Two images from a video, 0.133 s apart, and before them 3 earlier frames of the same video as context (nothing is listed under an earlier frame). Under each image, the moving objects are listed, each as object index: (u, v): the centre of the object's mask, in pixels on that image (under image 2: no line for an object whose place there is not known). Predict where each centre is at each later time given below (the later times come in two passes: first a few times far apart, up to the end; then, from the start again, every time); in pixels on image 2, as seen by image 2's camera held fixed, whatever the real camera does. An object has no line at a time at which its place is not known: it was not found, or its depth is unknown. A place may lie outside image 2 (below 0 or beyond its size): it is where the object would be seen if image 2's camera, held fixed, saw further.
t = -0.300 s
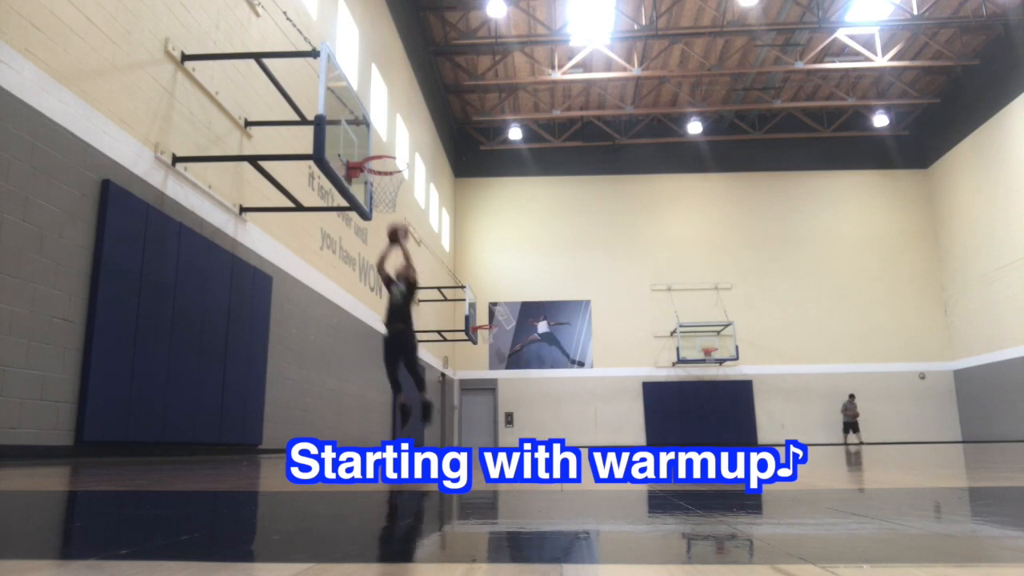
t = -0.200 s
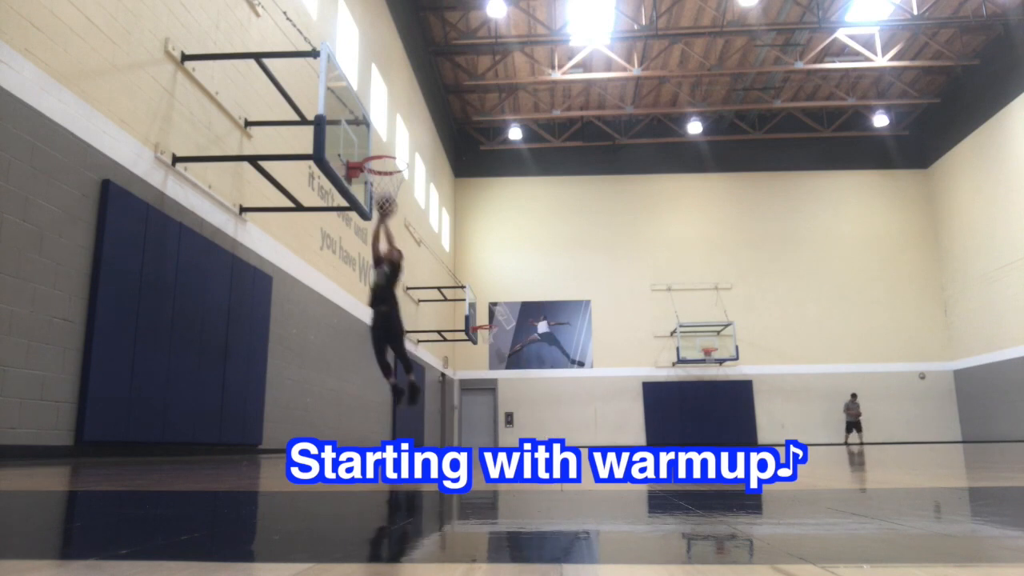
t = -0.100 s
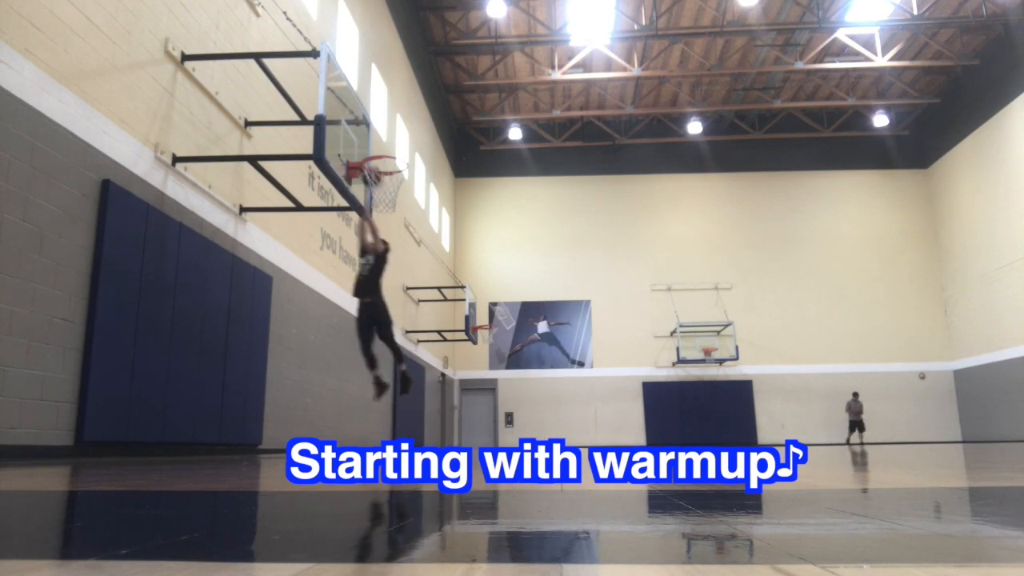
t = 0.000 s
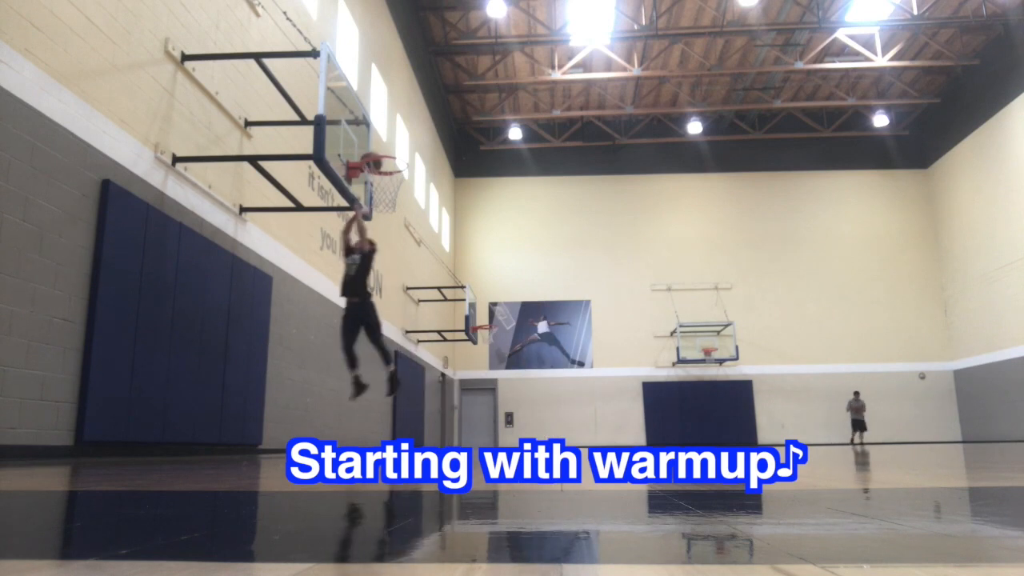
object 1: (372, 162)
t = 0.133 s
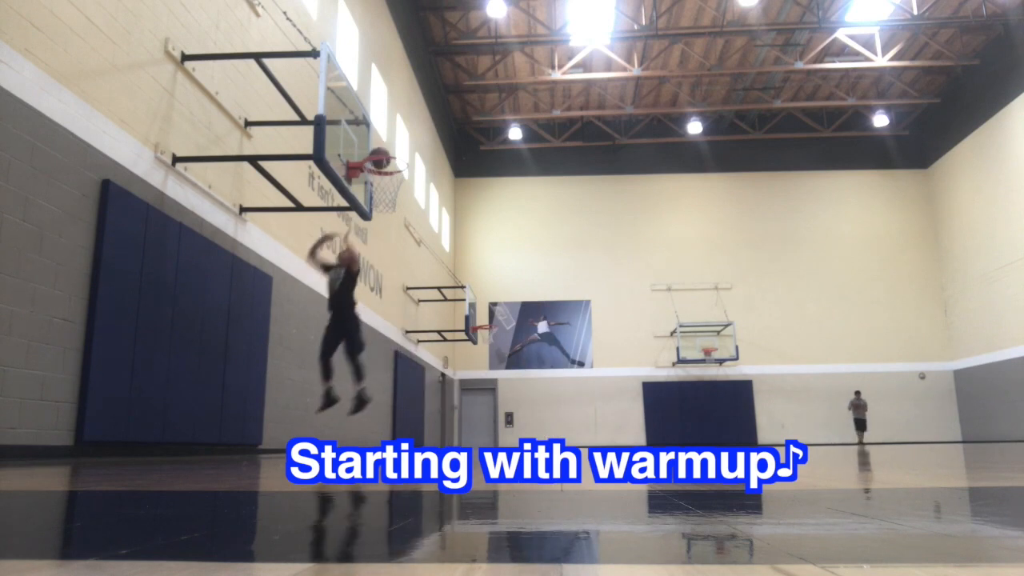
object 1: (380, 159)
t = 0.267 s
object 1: (387, 167)
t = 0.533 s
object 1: (395, 207)
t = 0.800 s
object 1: (397, 292)
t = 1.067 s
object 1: (396, 431)
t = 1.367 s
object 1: (380, 317)
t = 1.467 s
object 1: (374, 300)
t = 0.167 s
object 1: (382, 159)
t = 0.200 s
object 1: (383, 161)
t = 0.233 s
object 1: (385, 164)
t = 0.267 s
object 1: (387, 167)
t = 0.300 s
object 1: (388, 170)
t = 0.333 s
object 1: (391, 176)
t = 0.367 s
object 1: (393, 182)
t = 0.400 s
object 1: (394, 188)
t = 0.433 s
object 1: (394, 192)
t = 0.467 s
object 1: (394, 196)
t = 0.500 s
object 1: (395, 201)
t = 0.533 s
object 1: (395, 207)
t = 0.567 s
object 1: (395, 215)
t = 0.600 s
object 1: (396, 223)
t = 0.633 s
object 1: (396, 232)
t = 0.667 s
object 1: (396, 242)
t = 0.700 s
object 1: (397, 253)
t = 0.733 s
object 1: (397, 265)
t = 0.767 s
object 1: (397, 278)
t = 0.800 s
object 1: (397, 292)
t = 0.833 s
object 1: (397, 308)
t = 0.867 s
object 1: (398, 323)
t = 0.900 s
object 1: (398, 343)
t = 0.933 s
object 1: (398, 361)
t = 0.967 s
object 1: (398, 382)
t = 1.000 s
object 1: (398, 405)
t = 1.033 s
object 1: (398, 425)
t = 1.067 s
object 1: (396, 431)
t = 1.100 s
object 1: (396, 420)
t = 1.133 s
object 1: (393, 402)
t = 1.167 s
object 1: (392, 384)
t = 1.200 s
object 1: (389, 370)
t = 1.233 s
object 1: (386, 357)
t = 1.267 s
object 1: (385, 344)
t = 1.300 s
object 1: (384, 334)
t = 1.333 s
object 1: (382, 325)
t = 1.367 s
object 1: (380, 317)
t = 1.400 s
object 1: (378, 310)
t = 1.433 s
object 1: (376, 305)
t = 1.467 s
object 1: (374, 300)
